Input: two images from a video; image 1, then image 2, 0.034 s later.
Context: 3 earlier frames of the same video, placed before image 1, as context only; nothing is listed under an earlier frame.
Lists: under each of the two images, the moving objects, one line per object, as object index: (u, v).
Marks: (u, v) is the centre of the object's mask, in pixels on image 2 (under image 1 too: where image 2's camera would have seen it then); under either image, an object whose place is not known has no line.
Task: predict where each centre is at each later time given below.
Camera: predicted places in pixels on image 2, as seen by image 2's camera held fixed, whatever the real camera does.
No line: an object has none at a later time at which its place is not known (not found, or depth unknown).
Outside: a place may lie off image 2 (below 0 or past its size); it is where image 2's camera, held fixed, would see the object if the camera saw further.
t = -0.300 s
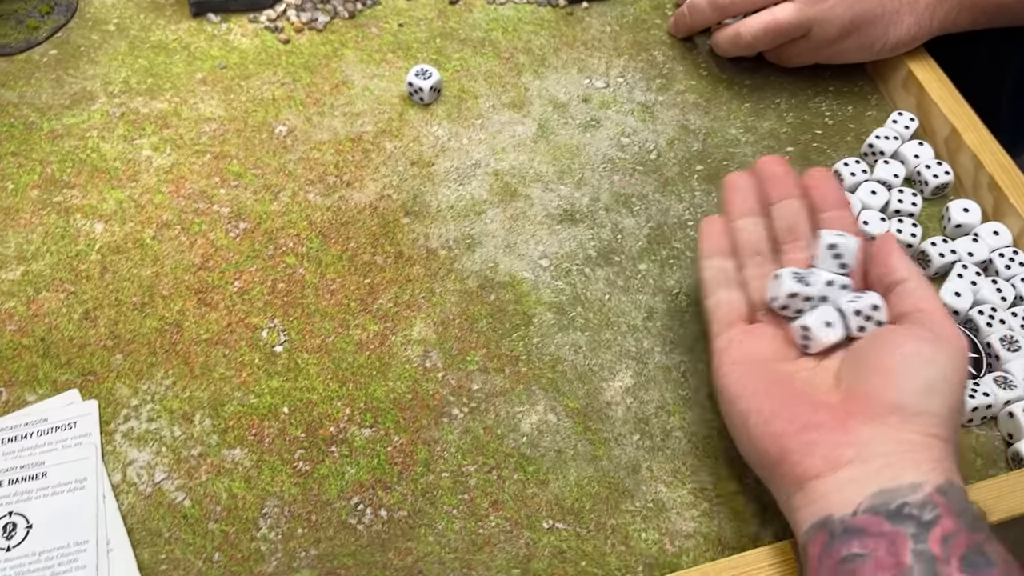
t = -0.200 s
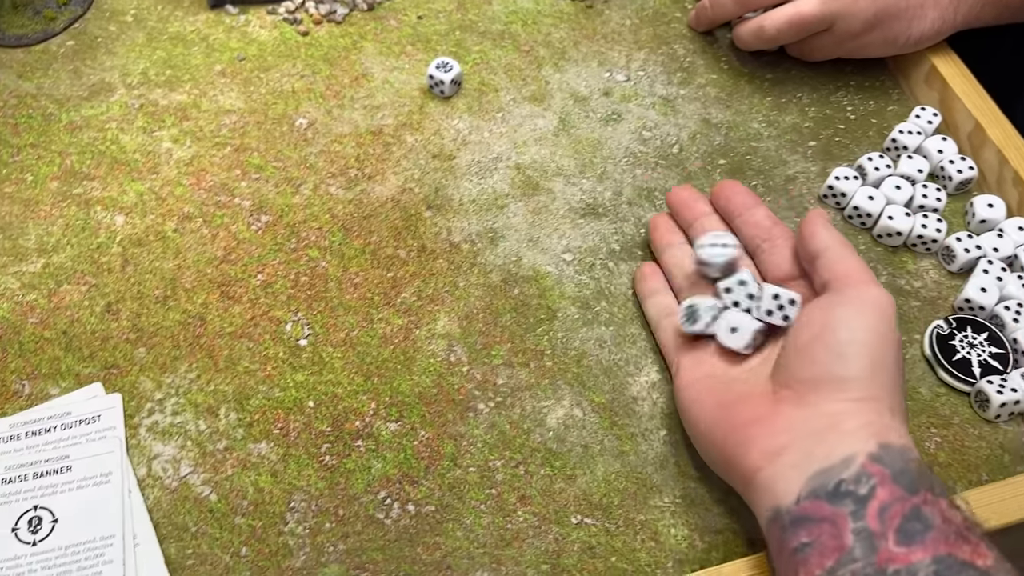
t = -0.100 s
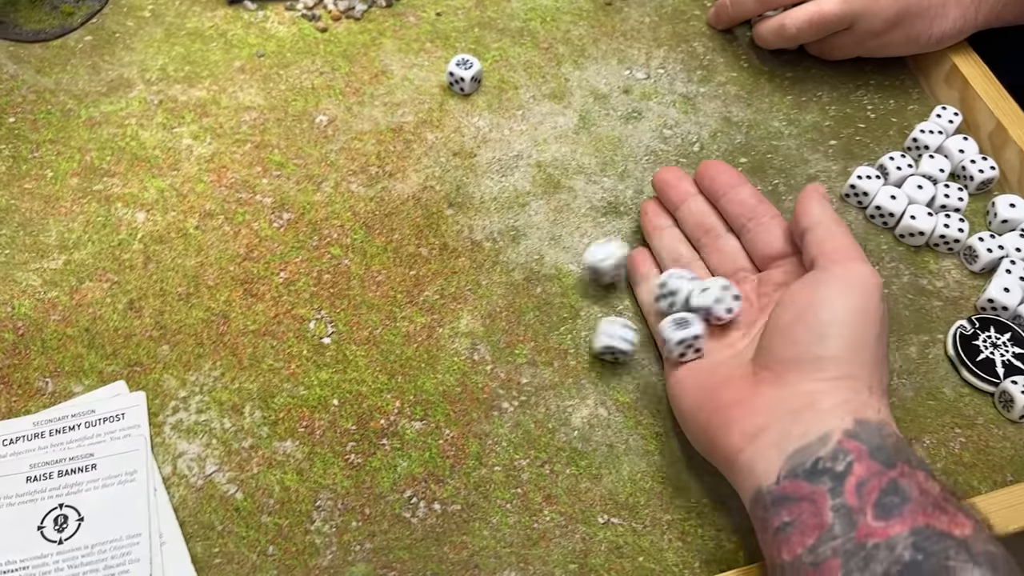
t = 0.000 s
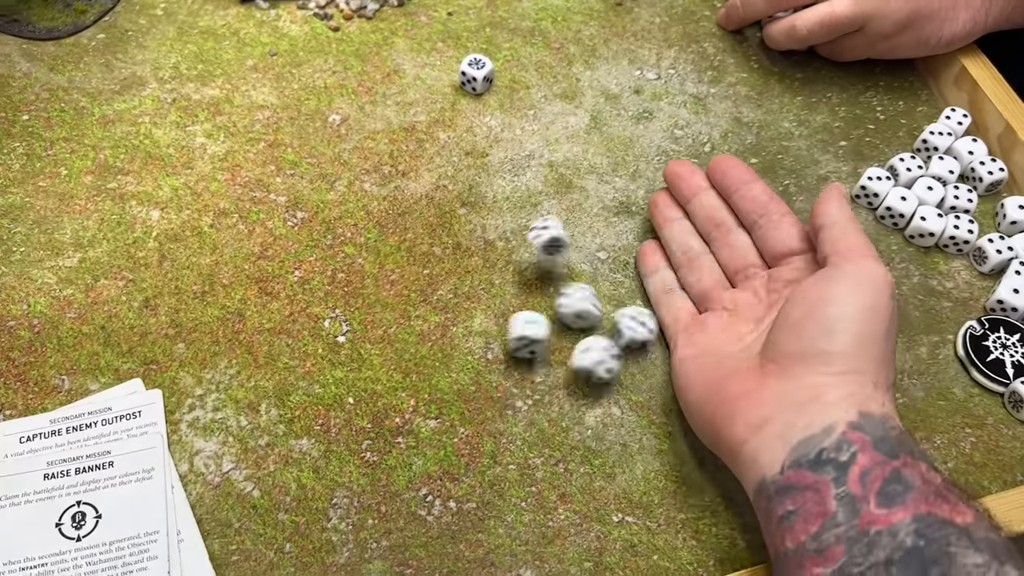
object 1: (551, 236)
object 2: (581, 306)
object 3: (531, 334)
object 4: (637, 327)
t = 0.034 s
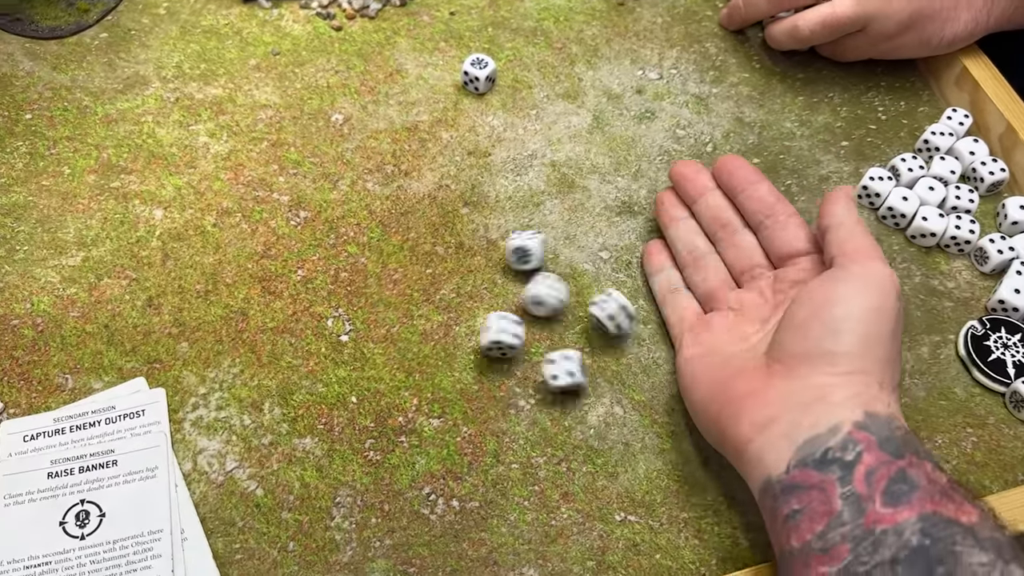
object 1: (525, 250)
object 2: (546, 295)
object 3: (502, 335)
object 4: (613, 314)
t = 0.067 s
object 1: (511, 246)
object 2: (507, 286)
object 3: (476, 337)
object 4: (586, 304)
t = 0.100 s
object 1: (490, 247)
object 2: (478, 283)
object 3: (451, 345)
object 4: (563, 293)
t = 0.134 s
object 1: (472, 253)
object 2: (450, 284)
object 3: (435, 343)
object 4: (547, 280)
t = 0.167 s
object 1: (447, 250)
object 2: (427, 285)
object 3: (423, 342)
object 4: (532, 269)
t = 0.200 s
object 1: (424, 247)
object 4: (525, 256)
